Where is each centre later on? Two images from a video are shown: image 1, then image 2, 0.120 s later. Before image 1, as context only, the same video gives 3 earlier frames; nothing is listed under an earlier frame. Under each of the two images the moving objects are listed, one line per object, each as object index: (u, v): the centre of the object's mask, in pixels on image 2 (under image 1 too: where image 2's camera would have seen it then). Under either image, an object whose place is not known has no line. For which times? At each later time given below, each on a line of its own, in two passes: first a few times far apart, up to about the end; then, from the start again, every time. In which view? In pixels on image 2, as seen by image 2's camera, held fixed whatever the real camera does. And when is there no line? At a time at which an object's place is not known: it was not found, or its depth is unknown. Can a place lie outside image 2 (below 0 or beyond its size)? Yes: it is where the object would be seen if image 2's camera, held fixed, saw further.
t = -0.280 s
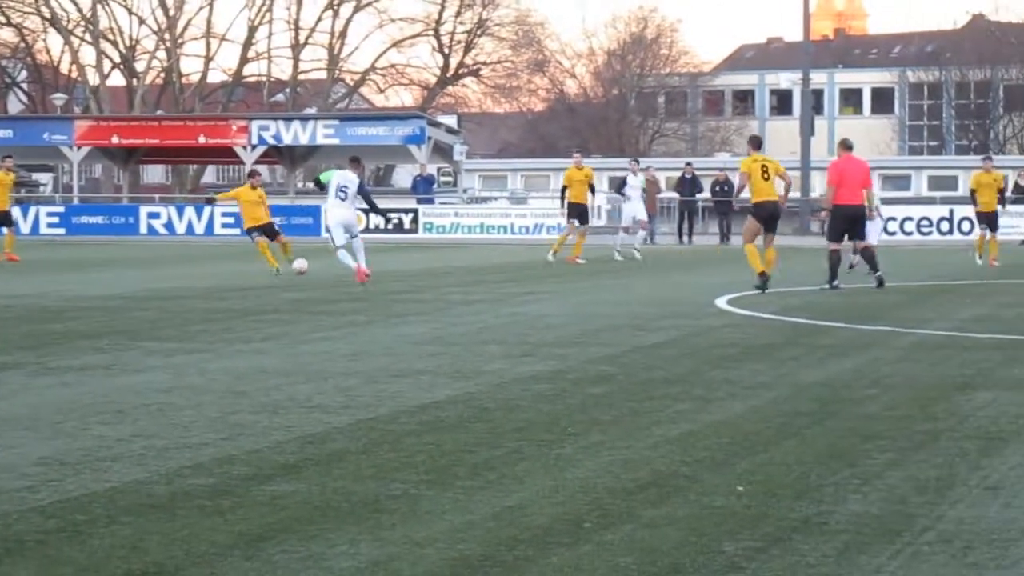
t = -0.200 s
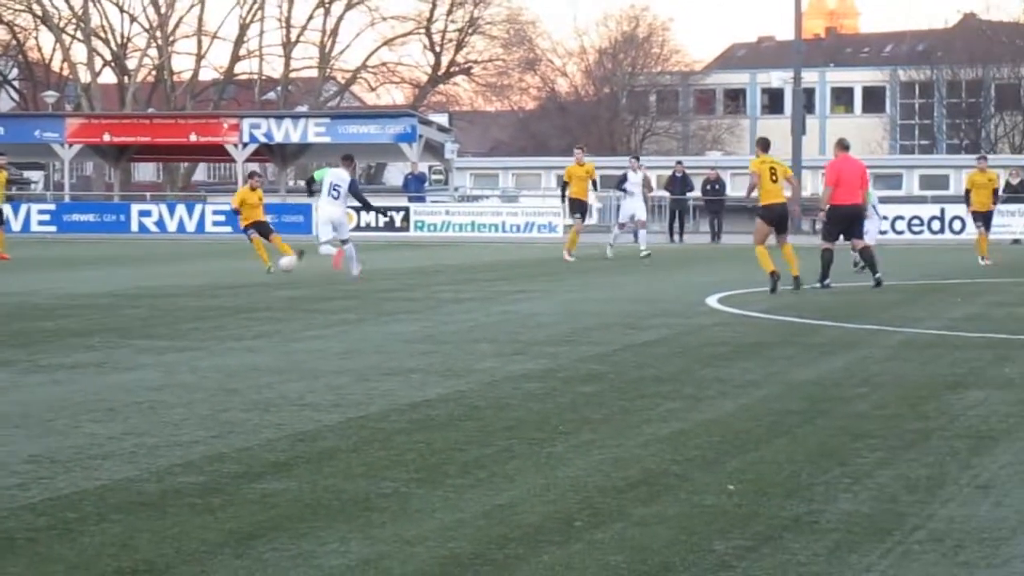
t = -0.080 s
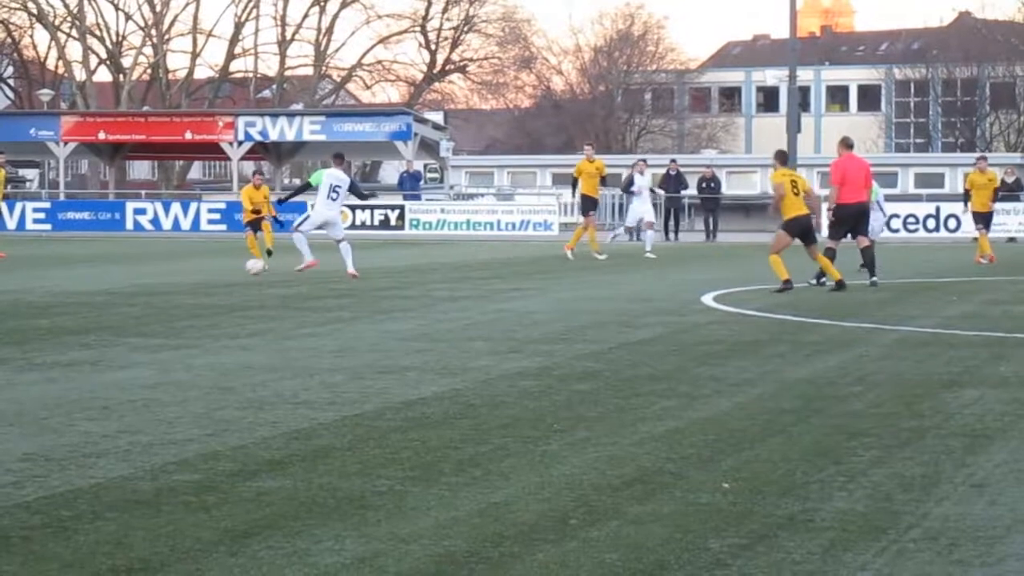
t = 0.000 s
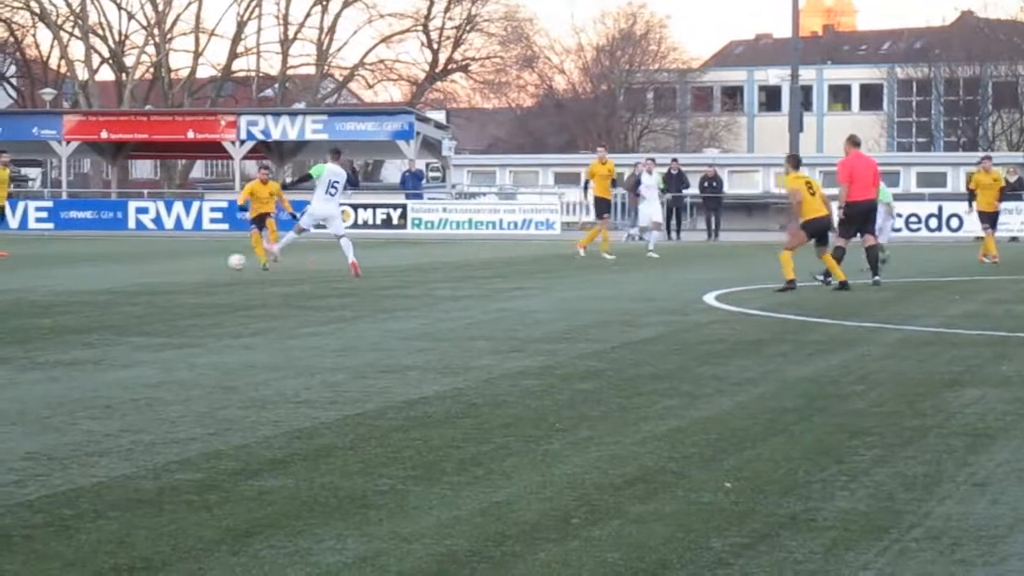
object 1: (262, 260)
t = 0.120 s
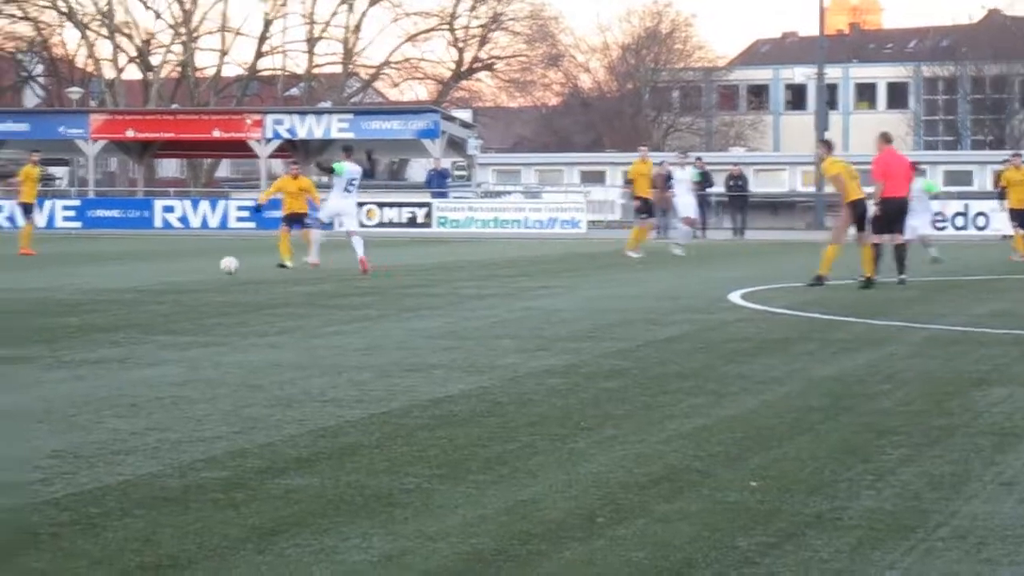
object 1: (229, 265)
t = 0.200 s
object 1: (203, 269)
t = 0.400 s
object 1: (137, 278)
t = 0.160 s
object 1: (217, 270)
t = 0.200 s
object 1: (203, 269)
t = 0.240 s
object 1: (192, 267)
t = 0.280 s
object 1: (179, 268)
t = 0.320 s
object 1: (166, 269)
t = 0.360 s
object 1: (152, 273)
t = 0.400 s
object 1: (137, 278)
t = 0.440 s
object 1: (125, 278)
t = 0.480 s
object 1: (113, 278)
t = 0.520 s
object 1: (101, 278)
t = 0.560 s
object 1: (87, 281)
